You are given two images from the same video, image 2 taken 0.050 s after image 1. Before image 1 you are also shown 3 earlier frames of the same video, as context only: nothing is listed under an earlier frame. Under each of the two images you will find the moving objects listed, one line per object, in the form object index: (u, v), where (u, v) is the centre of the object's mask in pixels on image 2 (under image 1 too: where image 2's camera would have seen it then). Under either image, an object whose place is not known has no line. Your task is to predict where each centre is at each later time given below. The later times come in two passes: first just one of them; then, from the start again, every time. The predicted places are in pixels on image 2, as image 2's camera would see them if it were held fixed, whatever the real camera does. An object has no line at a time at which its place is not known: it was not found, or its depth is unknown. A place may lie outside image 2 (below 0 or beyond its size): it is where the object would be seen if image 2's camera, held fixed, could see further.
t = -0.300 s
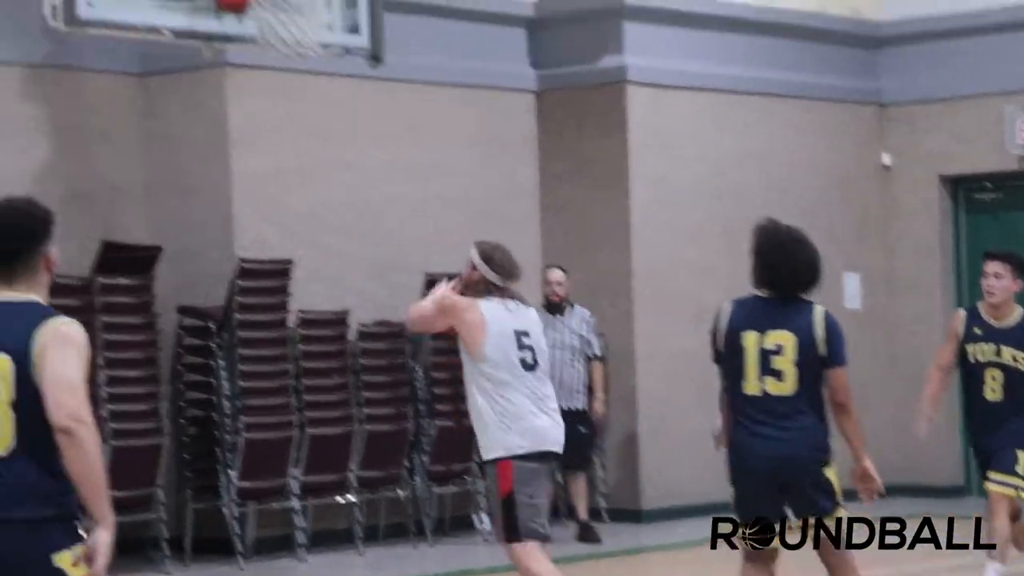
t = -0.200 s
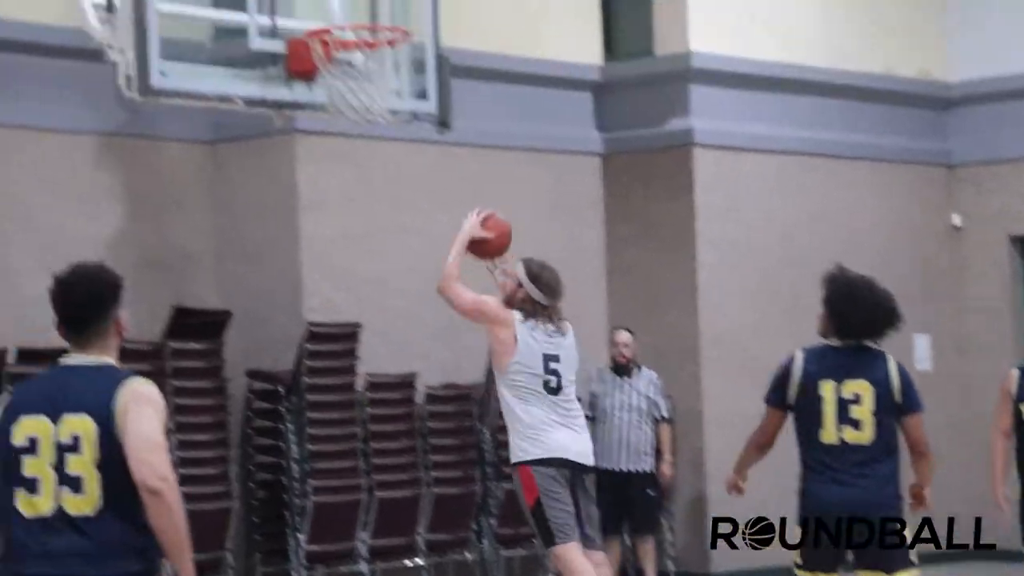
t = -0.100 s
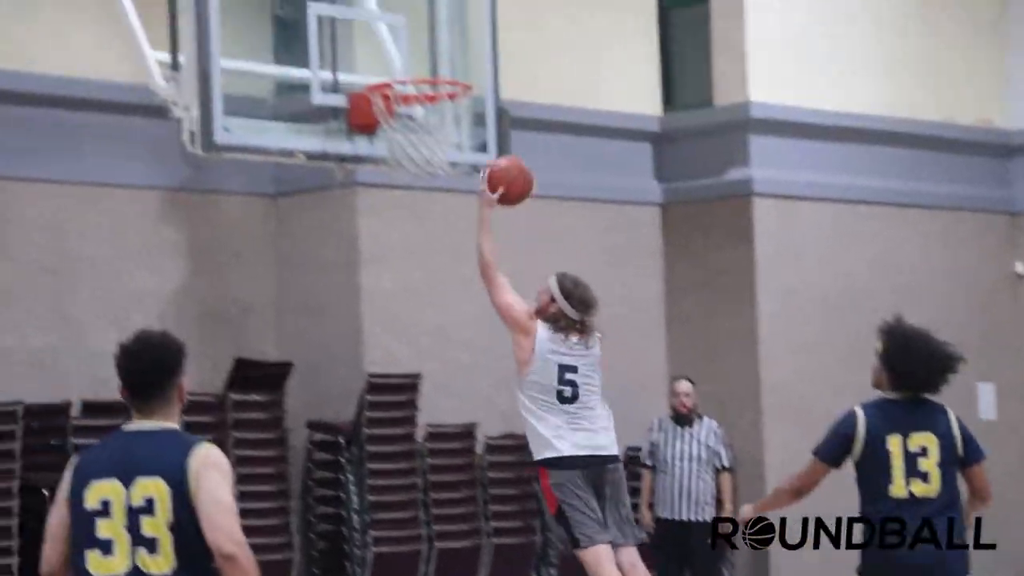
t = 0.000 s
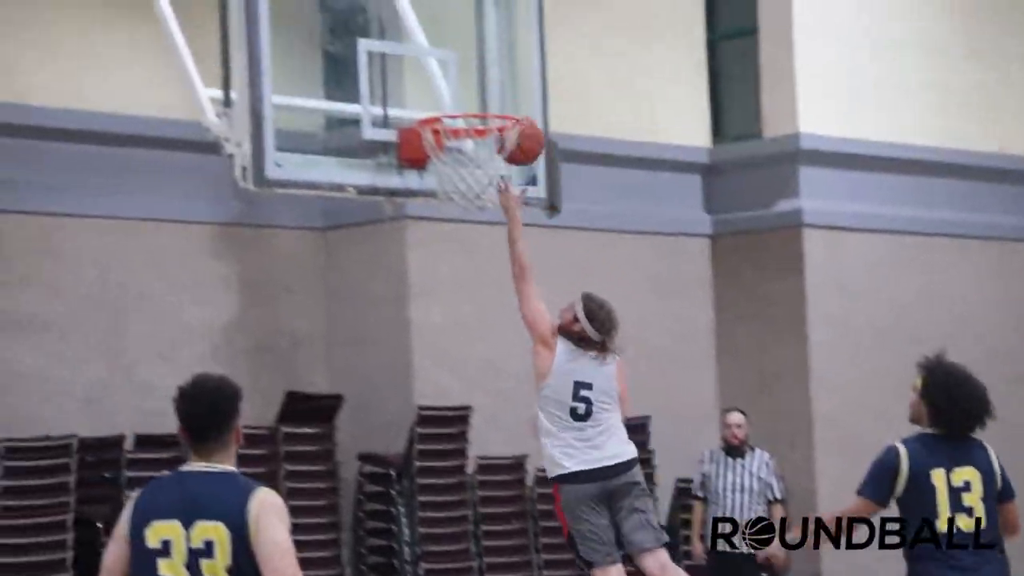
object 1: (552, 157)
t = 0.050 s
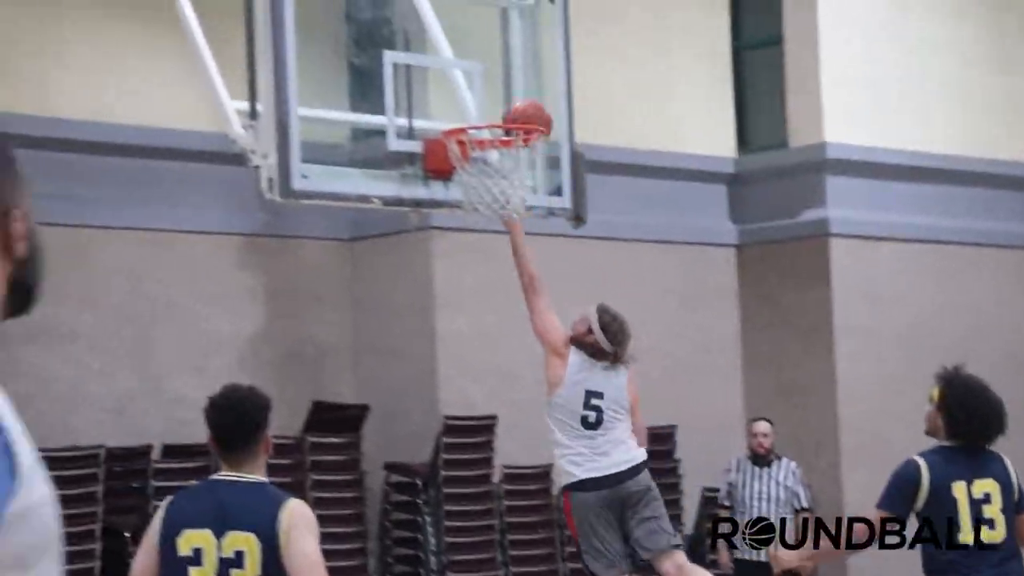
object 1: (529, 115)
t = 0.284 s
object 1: (483, 55)
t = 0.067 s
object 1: (521, 110)
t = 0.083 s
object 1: (514, 106)
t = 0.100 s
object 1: (509, 101)
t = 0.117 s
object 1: (503, 95)
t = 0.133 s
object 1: (498, 88)
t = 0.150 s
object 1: (492, 83)
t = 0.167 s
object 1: (487, 78)
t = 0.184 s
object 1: (484, 74)
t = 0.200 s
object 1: (484, 69)
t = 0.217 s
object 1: (484, 65)
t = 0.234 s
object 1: (483, 62)
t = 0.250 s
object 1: (483, 59)
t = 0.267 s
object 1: (484, 56)
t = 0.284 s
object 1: (483, 55)
